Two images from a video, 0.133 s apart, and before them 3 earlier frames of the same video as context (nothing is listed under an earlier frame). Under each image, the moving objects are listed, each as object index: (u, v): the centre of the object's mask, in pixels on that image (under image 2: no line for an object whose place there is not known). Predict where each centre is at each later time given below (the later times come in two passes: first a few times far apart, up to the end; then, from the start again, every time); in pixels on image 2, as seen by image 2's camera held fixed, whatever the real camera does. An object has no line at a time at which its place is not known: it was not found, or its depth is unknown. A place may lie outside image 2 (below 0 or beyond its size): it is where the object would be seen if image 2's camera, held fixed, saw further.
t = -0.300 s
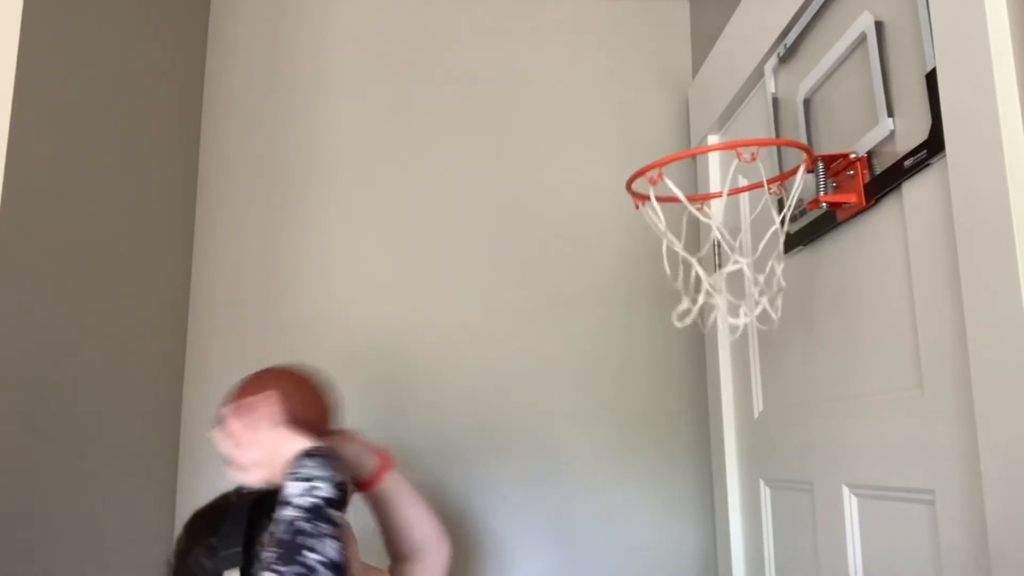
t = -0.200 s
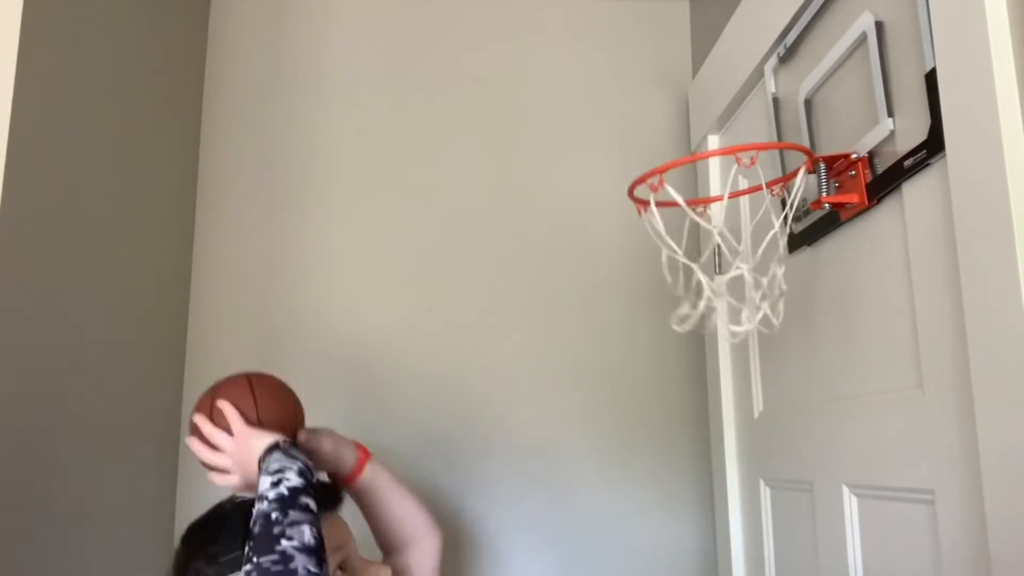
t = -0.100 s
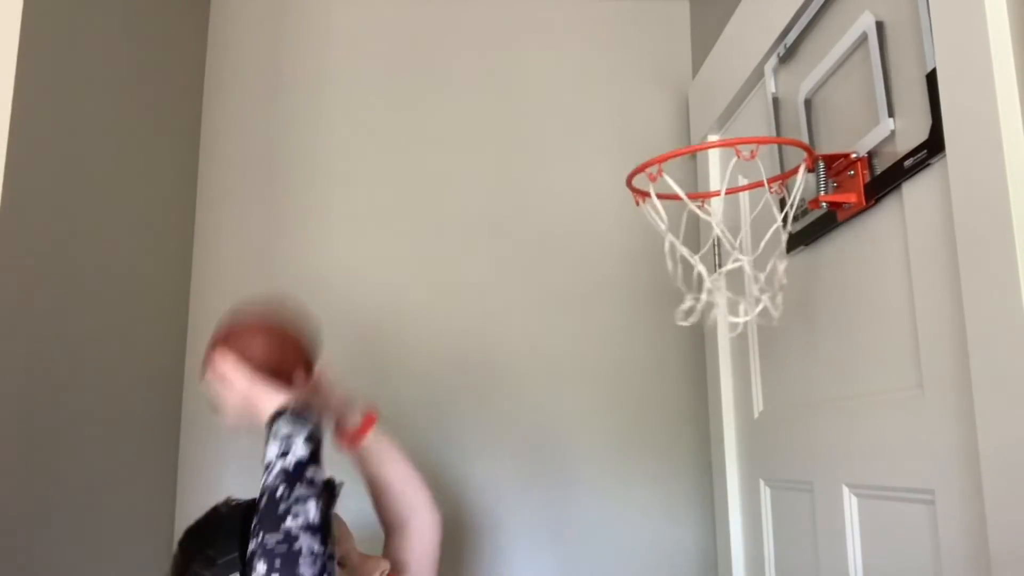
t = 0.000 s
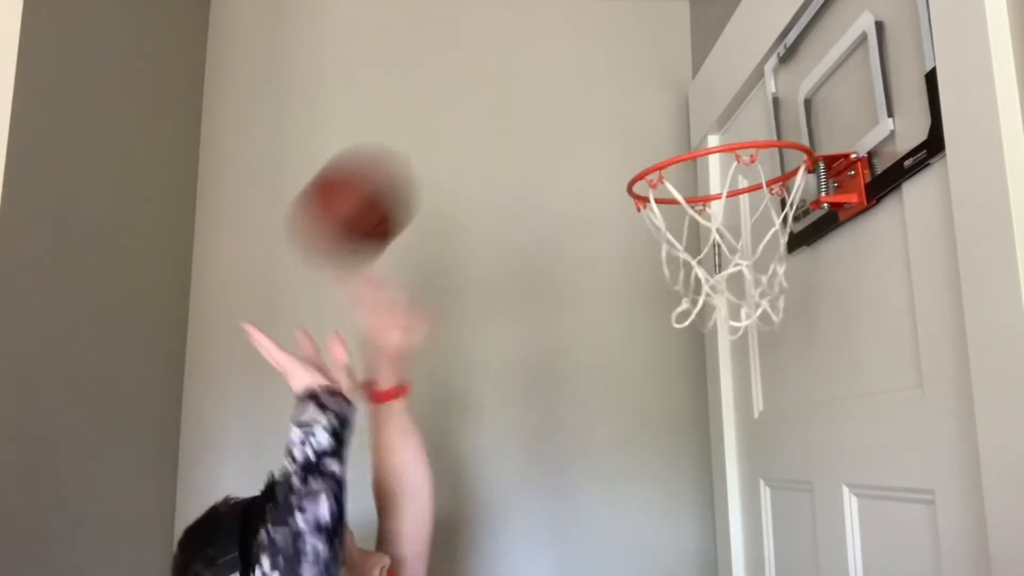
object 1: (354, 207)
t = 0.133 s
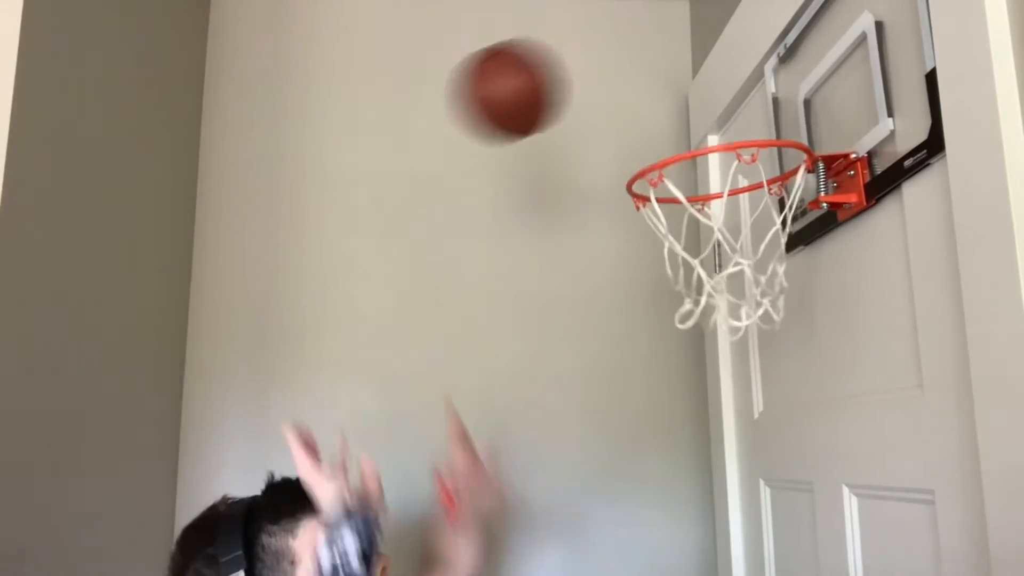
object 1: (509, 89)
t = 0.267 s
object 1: (661, 90)
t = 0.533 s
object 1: (783, 102)
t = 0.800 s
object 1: (709, 221)
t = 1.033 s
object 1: (678, 540)
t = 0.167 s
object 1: (547, 79)
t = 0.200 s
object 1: (585, 76)
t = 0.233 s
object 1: (624, 79)
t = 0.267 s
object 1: (661, 90)
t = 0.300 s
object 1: (696, 104)
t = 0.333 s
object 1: (742, 118)
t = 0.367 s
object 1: (750, 114)
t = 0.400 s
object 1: (755, 103)
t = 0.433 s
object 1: (761, 93)
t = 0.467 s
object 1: (768, 90)
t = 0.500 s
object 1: (775, 92)
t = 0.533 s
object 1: (783, 102)
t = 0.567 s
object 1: (784, 109)
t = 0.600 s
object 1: (774, 105)
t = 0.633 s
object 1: (762, 102)
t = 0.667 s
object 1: (751, 104)
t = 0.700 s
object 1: (741, 110)
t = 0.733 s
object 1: (727, 149)
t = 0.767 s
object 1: (719, 181)
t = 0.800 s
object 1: (709, 221)
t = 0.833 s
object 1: (701, 267)
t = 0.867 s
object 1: (695, 296)
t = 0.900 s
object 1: (692, 338)
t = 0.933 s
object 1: (686, 374)
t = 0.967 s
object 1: (683, 435)
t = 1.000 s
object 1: (680, 503)
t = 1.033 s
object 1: (678, 540)
